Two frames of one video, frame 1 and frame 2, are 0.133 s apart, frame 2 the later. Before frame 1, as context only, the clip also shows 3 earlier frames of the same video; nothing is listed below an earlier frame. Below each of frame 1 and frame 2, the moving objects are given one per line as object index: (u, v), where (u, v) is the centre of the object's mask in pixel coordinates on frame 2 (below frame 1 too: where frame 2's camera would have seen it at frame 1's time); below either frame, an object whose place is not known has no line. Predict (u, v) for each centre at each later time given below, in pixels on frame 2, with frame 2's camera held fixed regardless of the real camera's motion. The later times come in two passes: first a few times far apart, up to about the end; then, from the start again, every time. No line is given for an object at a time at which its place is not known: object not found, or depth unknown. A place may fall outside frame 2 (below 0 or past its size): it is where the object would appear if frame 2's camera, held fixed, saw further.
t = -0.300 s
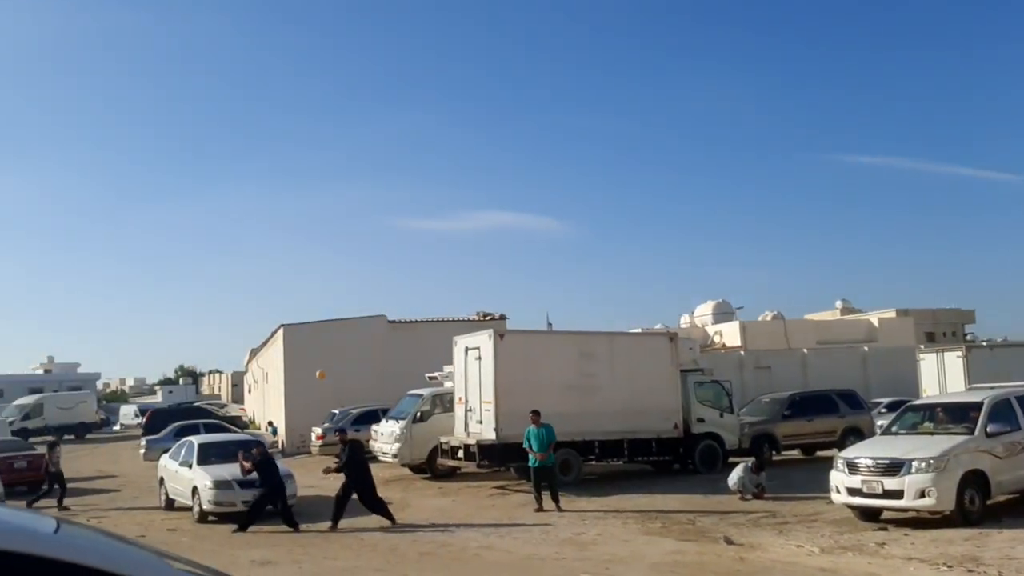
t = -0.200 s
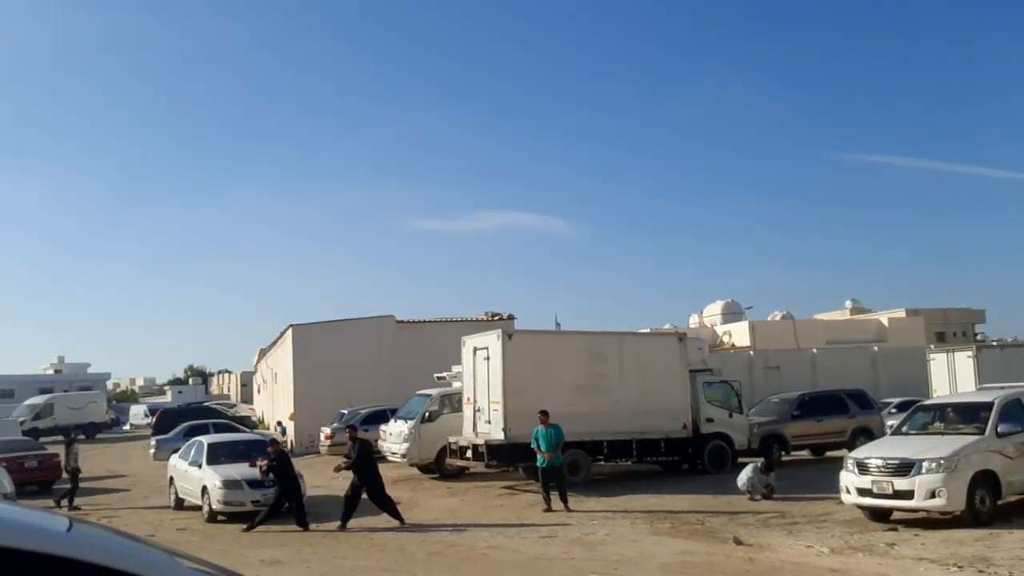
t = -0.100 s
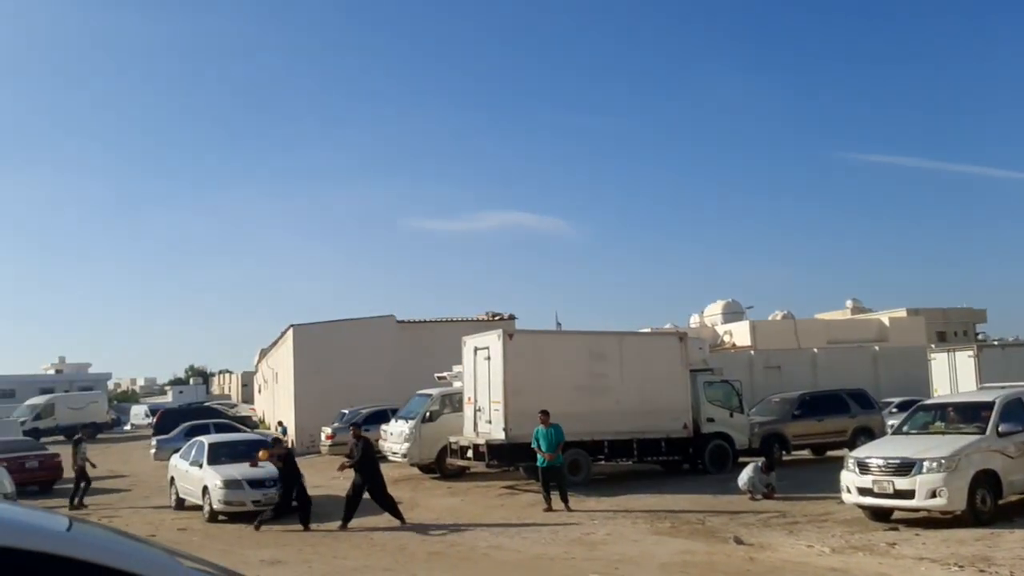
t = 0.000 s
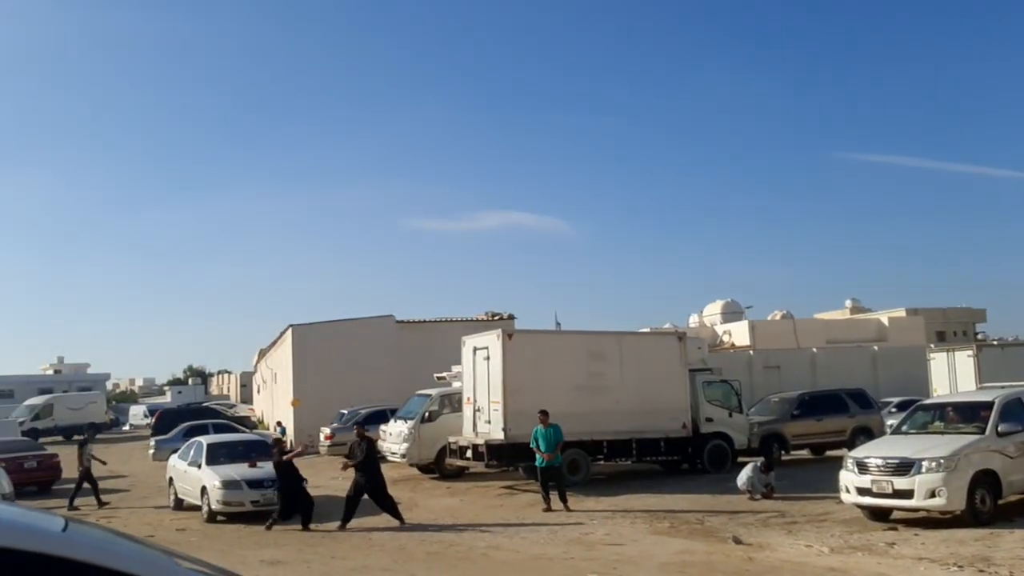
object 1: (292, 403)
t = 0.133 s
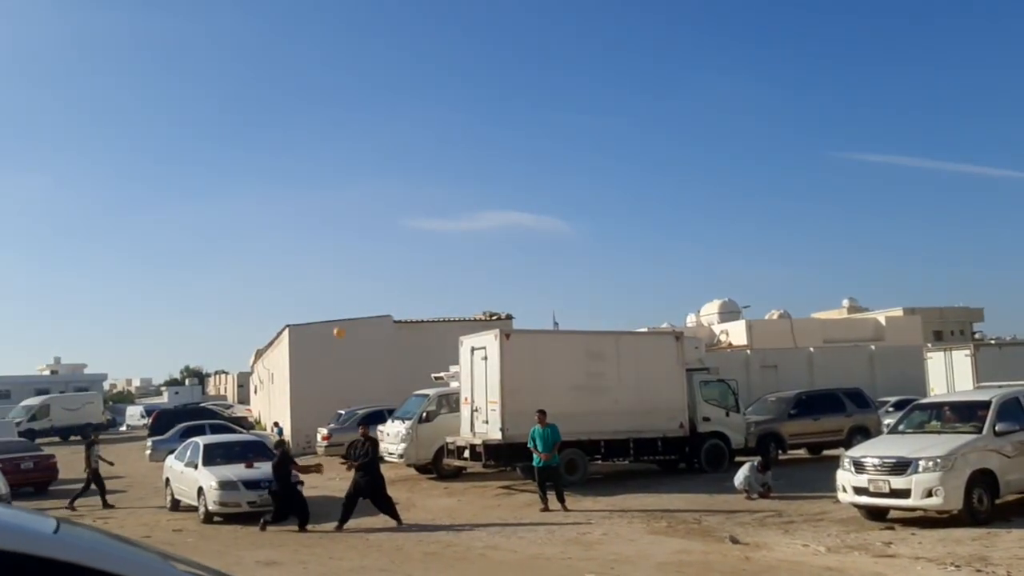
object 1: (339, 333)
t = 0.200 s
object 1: (365, 297)
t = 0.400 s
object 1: (457, 194)
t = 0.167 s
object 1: (352, 315)
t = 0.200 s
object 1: (365, 297)
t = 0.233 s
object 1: (379, 280)
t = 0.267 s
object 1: (393, 263)
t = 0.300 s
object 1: (408, 246)
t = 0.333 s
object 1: (423, 229)
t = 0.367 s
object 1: (439, 211)
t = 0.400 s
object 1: (457, 194)
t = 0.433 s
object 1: (475, 176)
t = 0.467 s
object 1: (496, 158)
